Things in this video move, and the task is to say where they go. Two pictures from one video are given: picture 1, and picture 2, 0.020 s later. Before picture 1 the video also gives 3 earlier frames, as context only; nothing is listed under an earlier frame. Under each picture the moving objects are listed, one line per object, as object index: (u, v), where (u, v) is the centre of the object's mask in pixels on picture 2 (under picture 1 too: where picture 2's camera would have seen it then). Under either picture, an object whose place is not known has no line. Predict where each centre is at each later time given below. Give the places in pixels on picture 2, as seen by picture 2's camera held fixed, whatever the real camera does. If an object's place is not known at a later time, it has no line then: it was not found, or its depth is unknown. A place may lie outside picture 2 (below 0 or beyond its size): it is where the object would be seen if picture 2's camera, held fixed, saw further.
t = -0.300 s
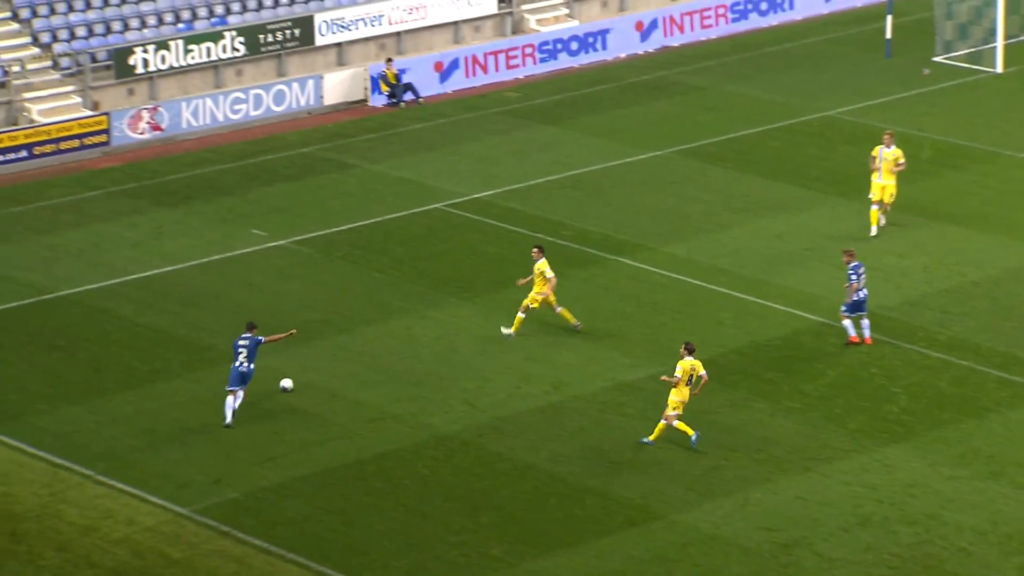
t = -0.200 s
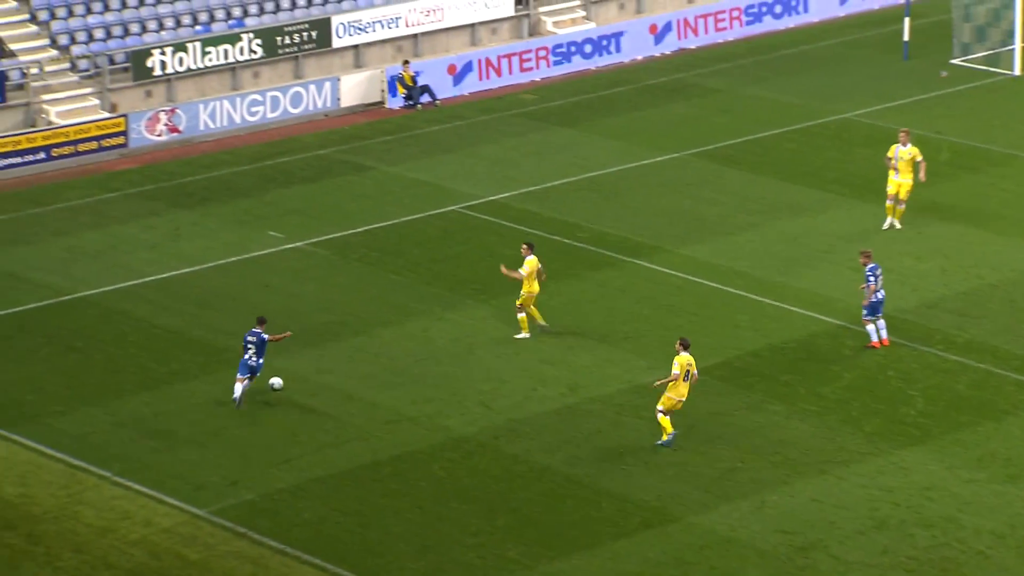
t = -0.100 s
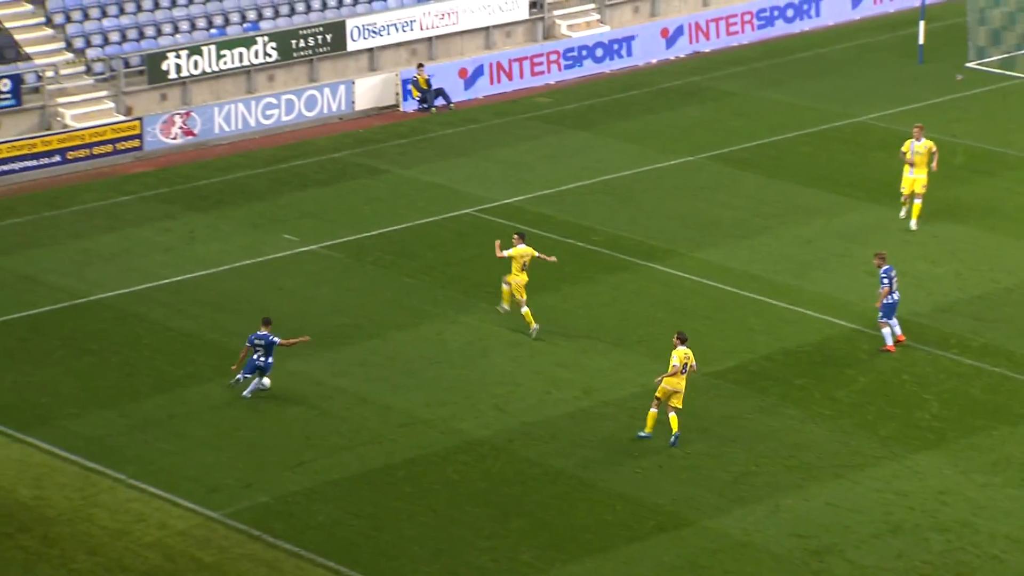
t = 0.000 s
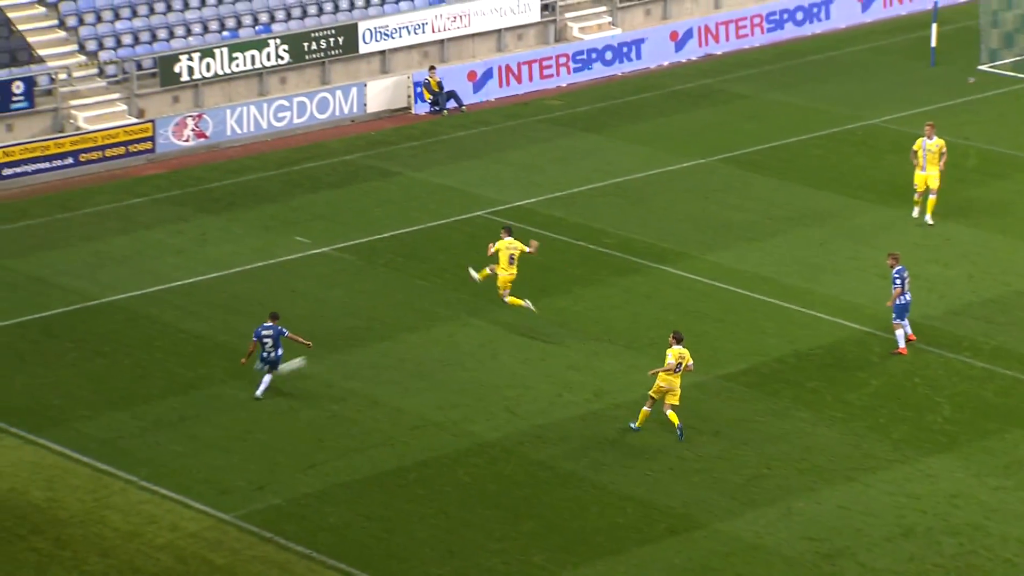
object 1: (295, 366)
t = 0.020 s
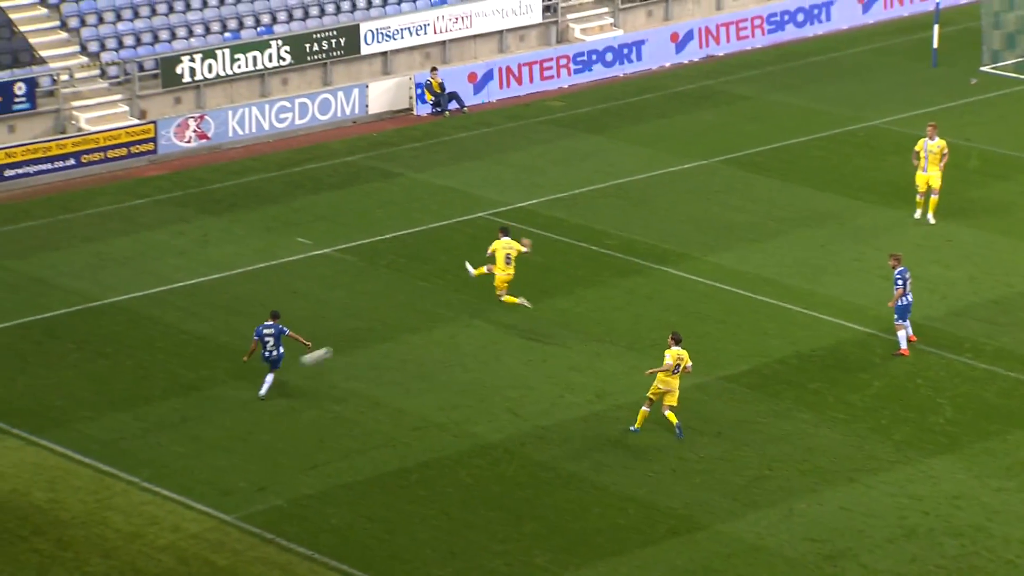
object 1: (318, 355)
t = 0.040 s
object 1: (340, 345)
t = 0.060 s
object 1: (362, 336)
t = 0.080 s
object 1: (385, 326)
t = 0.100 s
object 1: (407, 317)
